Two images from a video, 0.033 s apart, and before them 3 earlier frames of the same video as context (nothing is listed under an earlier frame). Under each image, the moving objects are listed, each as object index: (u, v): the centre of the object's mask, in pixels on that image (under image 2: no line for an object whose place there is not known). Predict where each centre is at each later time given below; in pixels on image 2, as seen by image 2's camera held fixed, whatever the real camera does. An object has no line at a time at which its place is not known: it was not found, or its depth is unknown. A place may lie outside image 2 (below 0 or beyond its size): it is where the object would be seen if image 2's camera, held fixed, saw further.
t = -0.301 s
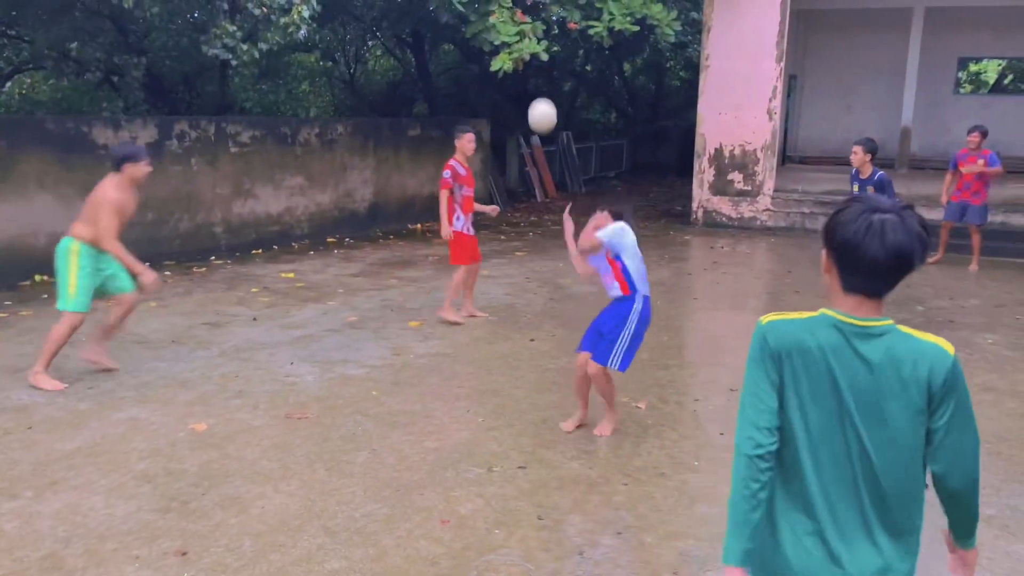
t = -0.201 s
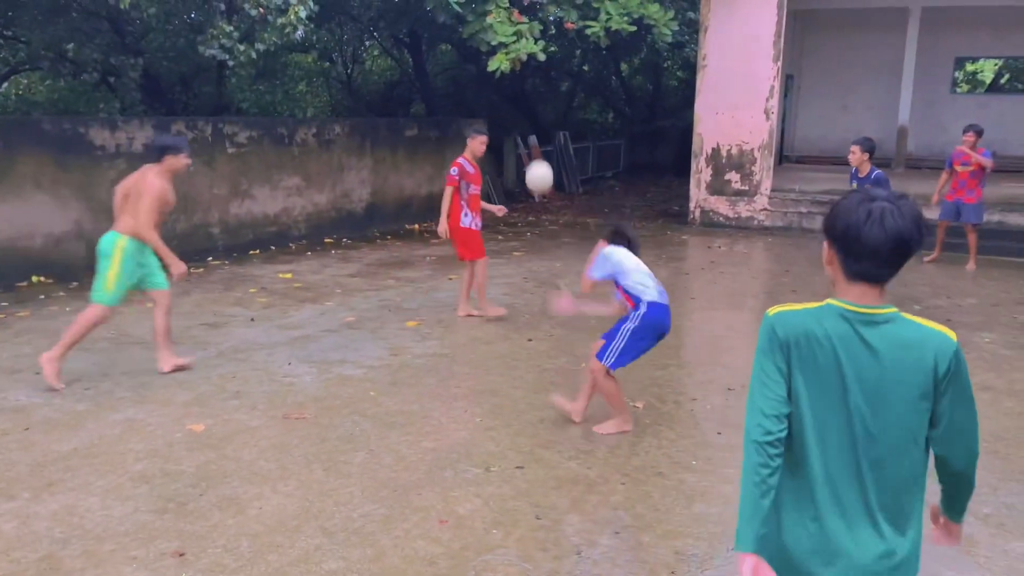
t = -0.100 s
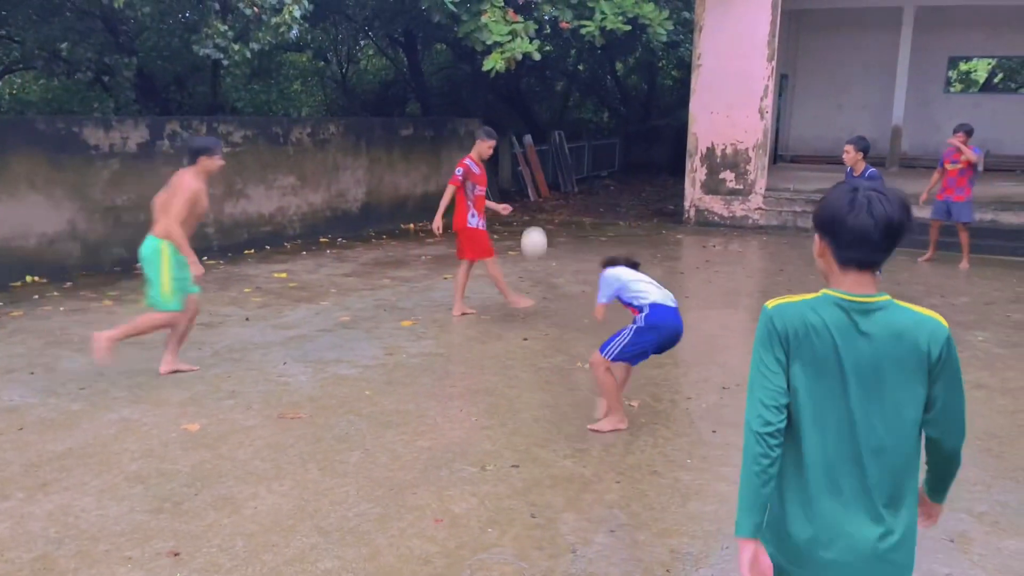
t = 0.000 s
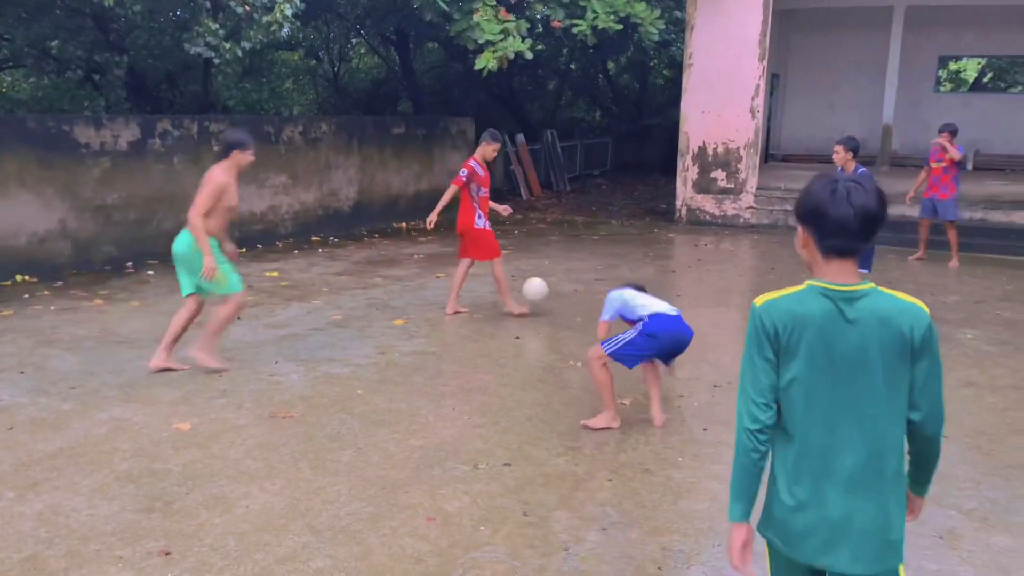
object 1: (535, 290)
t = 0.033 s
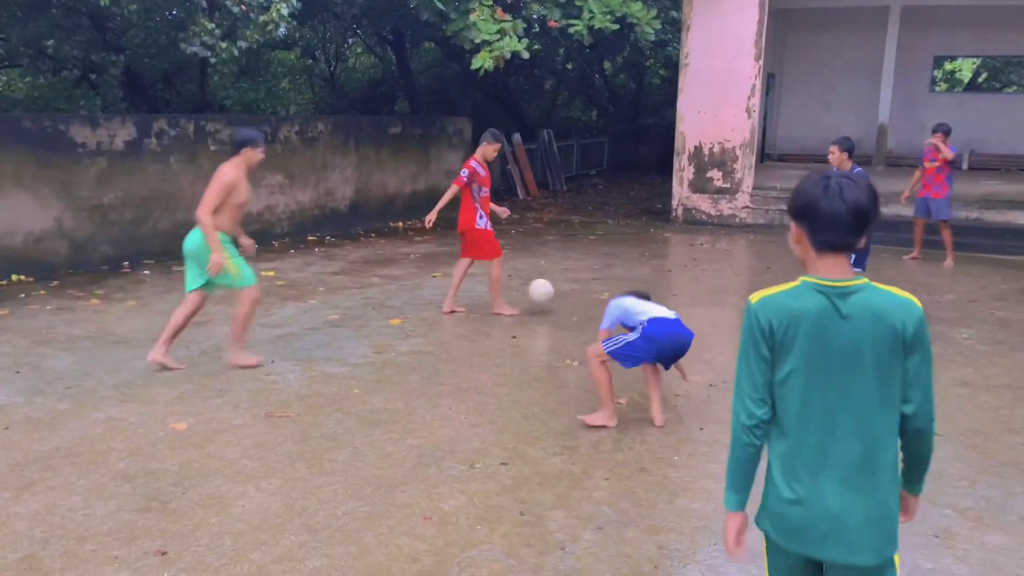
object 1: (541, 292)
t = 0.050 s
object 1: (545, 294)
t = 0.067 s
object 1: (549, 295)
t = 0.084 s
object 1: (554, 298)
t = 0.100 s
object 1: (558, 300)
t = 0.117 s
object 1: (563, 301)
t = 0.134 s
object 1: (567, 299)
